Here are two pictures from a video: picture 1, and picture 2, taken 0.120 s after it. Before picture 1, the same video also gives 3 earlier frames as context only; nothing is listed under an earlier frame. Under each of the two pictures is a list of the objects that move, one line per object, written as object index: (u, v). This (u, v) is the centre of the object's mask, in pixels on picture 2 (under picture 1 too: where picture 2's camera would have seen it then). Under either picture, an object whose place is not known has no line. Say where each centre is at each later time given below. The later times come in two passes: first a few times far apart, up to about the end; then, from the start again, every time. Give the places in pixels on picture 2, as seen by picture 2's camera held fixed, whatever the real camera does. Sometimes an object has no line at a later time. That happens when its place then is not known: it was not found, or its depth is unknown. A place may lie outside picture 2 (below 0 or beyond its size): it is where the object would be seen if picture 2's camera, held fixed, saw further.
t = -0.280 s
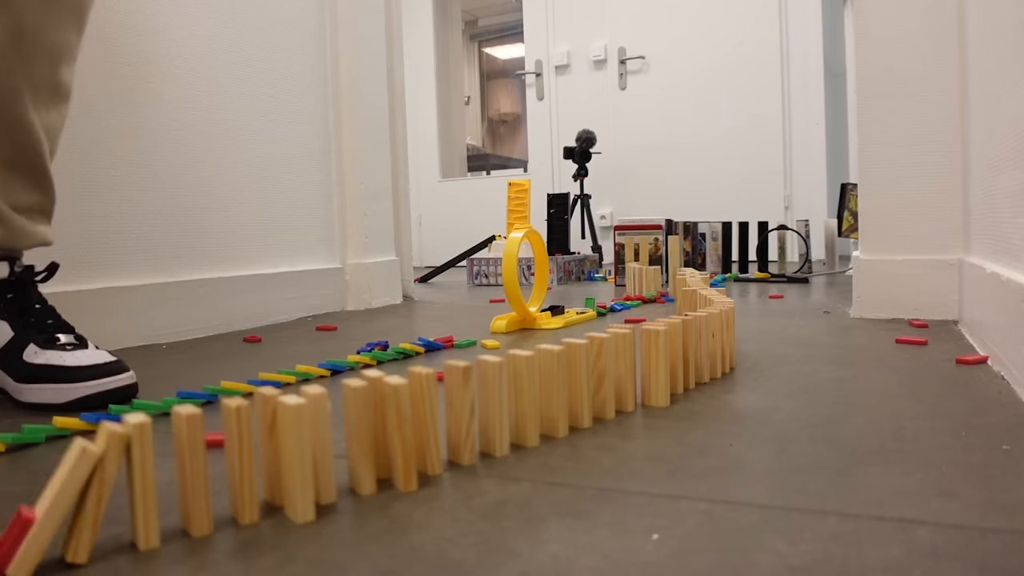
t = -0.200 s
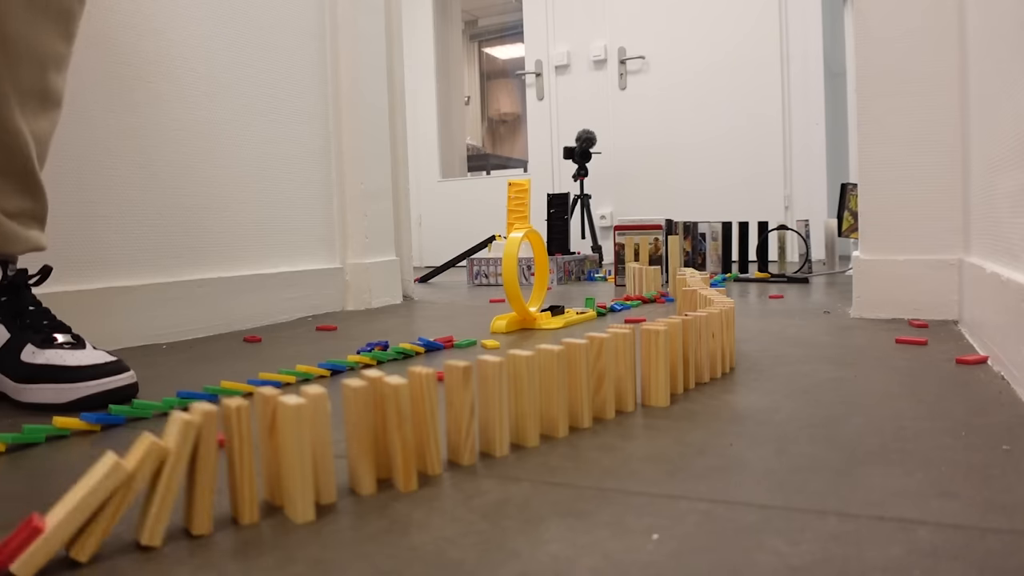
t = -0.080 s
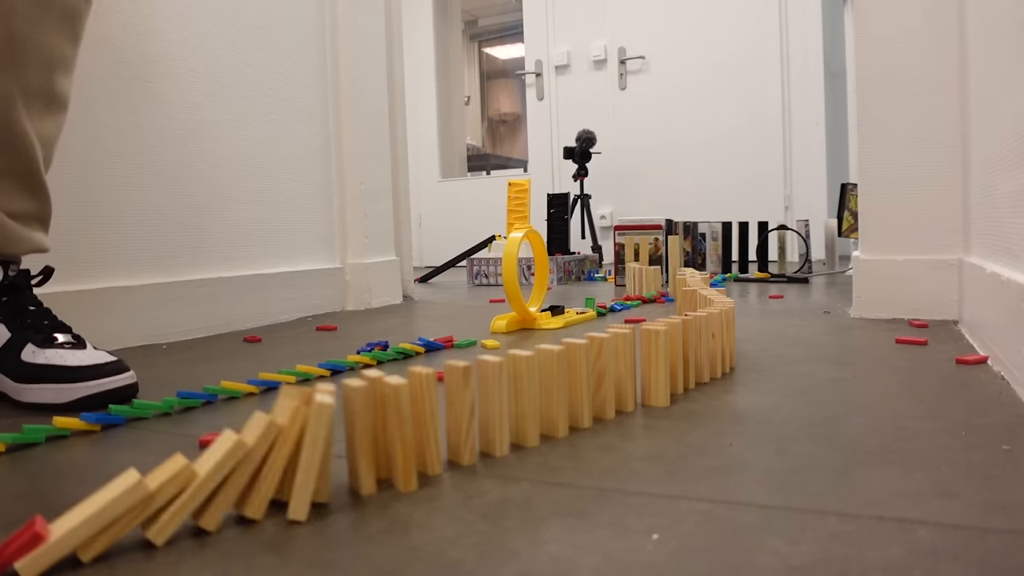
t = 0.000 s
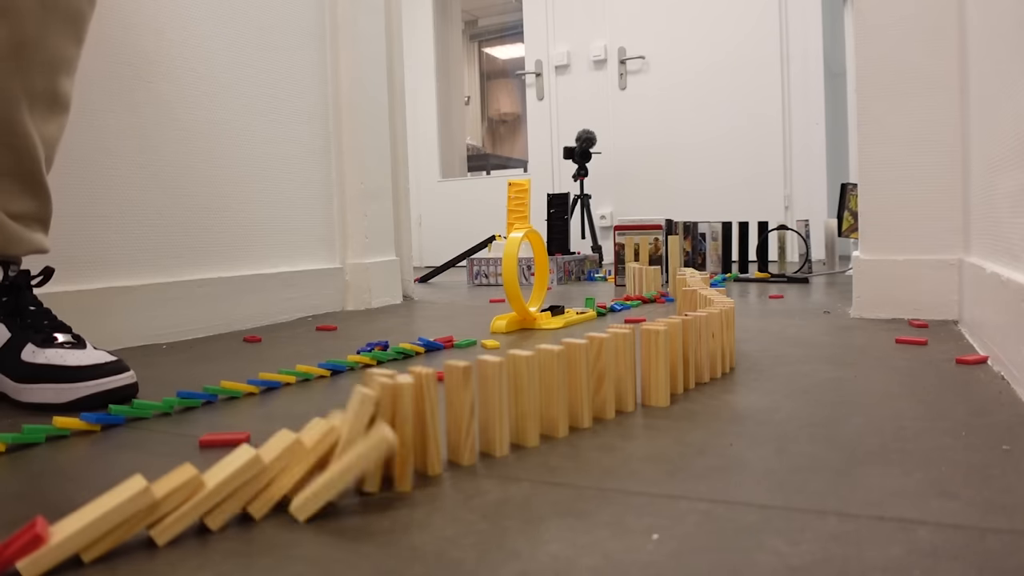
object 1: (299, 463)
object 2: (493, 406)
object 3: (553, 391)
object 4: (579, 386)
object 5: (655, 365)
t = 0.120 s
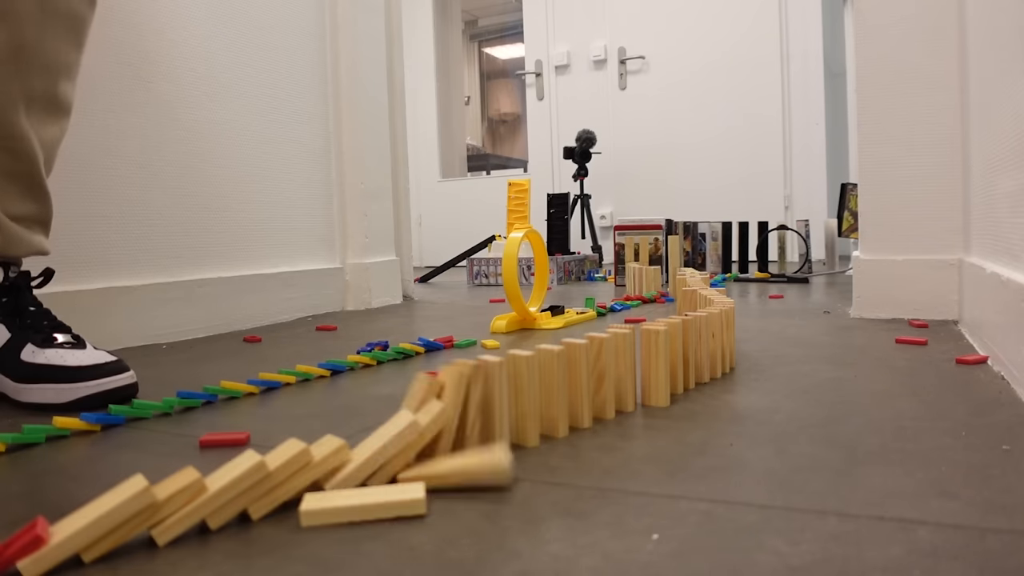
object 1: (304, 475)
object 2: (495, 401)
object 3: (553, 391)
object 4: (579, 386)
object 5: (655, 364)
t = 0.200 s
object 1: (302, 475)
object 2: (512, 411)
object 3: (554, 393)
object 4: (579, 386)
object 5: (655, 364)
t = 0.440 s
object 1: (303, 475)
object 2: (540, 419)
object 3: (579, 405)
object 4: (601, 409)
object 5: (668, 359)
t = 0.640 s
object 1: (303, 475)
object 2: (541, 419)
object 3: (579, 406)
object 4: (602, 399)
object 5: (691, 394)
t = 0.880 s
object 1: (303, 475)
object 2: (541, 419)
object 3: (579, 407)
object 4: (602, 400)
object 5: (691, 394)
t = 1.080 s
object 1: (303, 475)
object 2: (541, 419)
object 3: (580, 407)
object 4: (602, 400)
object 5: (691, 394)
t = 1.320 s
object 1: (303, 475)
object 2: (541, 419)
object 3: (580, 407)
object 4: (602, 400)
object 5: (691, 394)
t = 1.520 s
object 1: (303, 475)
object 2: (541, 419)
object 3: (580, 407)
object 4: (601, 399)
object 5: (691, 394)
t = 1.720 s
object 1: (303, 475)
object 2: (541, 420)
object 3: (580, 407)
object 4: (601, 399)
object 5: (691, 394)
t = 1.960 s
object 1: (303, 475)
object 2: (541, 419)
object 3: (579, 407)
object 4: (601, 398)
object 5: (691, 394)
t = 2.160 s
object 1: (303, 475)
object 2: (541, 419)
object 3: (580, 407)
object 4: (601, 397)
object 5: (691, 394)
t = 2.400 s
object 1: (303, 475)
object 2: (541, 419)
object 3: (579, 407)
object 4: (601, 398)
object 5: (691, 394)
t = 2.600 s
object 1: (303, 475)
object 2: (541, 419)
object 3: (579, 407)
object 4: (601, 398)
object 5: (691, 394)
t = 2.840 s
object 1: (303, 475)
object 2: (541, 419)
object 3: (580, 406)
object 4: (596, 401)
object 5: (691, 394)
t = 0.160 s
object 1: (303, 475)
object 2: (502, 413)
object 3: (553, 391)
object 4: (579, 386)
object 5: (655, 364)
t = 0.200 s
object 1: (302, 475)
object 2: (512, 411)
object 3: (554, 393)
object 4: (579, 386)
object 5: (655, 364)
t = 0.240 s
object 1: (303, 475)
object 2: (522, 412)
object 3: (558, 389)
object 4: (581, 390)
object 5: (655, 364)
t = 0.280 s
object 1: (303, 475)
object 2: (532, 410)
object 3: (568, 394)
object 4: (588, 386)
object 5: (655, 364)
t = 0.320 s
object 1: (303, 475)
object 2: (535, 414)
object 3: (576, 400)
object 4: (595, 402)
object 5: (655, 364)
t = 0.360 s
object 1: (303, 475)
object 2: (537, 417)
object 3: (579, 400)
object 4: (599, 405)
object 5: (655, 365)
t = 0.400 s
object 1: (303, 475)
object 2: (539, 418)
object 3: (580, 404)
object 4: (601, 406)
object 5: (659, 364)
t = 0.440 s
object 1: (303, 475)
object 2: (540, 419)
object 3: (579, 405)
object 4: (601, 409)
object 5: (668, 359)
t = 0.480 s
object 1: (303, 475)
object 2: (540, 419)
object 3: (579, 406)
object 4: (602, 398)
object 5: (681, 371)
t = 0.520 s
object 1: (303, 475)
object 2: (540, 420)
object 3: (579, 406)
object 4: (602, 398)
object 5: (691, 387)
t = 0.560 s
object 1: (303, 475)
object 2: (540, 419)
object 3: (579, 406)
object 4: (602, 398)
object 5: (692, 390)
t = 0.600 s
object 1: (303, 475)
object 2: (540, 420)
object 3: (579, 406)
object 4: (602, 399)
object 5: (692, 393)
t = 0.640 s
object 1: (303, 475)
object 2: (541, 419)
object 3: (579, 406)
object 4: (602, 399)
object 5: (691, 394)
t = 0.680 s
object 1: (303, 475)
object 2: (541, 419)
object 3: (579, 406)
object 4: (602, 399)
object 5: (691, 394)
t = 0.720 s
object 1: (303, 475)
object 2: (541, 419)
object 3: (579, 406)
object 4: (602, 399)
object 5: (691, 394)
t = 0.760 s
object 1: (303, 475)
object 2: (541, 419)
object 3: (579, 406)
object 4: (602, 399)
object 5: (691, 394)
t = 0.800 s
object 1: (303, 475)
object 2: (541, 419)
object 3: (579, 406)
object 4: (602, 399)
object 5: (691, 394)
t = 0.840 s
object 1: (303, 475)
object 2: (541, 419)
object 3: (579, 406)
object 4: (602, 399)
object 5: (691, 394)
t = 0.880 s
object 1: (303, 475)
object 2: (541, 419)
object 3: (579, 407)
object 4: (602, 400)
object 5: (691, 394)
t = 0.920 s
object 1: (303, 475)
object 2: (541, 419)
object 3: (579, 407)
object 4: (602, 400)
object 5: (691, 394)
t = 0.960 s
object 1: (303, 475)
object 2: (541, 419)
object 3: (580, 407)
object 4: (602, 400)
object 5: (691, 394)
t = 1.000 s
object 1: (303, 475)
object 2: (541, 419)
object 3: (580, 407)
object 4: (602, 400)
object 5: (691, 394)
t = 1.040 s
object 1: (303, 475)
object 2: (541, 419)
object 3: (580, 407)
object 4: (602, 400)
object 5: (691, 394)
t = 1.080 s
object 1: (303, 475)
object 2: (541, 419)
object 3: (580, 407)
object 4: (602, 400)
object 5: (691, 394)
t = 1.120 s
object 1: (303, 475)
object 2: (541, 419)
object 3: (580, 407)
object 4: (602, 400)
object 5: (691, 394)
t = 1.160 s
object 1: (303, 475)
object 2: (541, 419)
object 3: (580, 407)
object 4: (602, 400)
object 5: (691, 394)
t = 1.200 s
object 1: (303, 475)
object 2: (541, 419)
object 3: (580, 407)
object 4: (602, 400)
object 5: (691, 394)
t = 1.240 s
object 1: (303, 475)
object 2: (541, 419)
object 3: (580, 407)
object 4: (602, 400)
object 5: (691, 394)
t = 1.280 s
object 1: (303, 475)
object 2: (541, 419)
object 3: (580, 407)
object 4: (602, 400)
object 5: (691, 394)
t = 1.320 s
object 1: (303, 475)
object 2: (541, 419)
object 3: (580, 407)
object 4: (602, 400)
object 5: (691, 394)
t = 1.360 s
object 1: (303, 475)
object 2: (541, 419)
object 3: (580, 407)
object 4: (602, 400)
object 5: (691, 394)
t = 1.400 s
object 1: (303, 475)
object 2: (541, 419)
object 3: (580, 407)
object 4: (602, 400)
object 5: (691, 394)
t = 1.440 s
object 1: (303, 475)
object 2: (541, 419)
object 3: (580, 407)
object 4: (602, 400)
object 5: (691, 394)
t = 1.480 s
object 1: (303, 475)
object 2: (541, 419)
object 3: (580, 407)
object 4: (601, 400)
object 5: (691, 394)
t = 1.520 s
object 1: (303, 475)
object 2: (541, 419)
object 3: (580, 407)
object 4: (601, 399)
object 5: (691, 394)
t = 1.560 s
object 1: (303, 475)
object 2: (541, 419)
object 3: (580, 407)
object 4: (601, 399)
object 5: (691, 394)
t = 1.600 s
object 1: (303, 475)
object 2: (541, 419)
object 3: (580, 407)
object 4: (601, 399)
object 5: (691, 394)
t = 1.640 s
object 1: (303, 475)
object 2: (541, 419)
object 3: (580, 407)
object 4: (601, 399)
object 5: (691, 394)
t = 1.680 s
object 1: (303, 475)
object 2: (541, 419)
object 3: (580, 407)
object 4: (601, 399)
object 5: (691, 394)
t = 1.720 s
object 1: (303, 475)
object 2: (541, 420)
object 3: (580, 407)
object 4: (601, 399)
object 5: (691, 394)
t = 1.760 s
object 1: (303, 475)
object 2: (541, 419)
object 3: (580, 407)
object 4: (601, 398)
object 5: (691, 394)
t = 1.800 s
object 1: (303, 475)
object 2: (541, 419)
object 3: (580, 407)
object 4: (601, 398)
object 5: (691, 394)
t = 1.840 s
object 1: (303, 475)
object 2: (541, 419)
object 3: (580, 407)
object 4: (601, 398)
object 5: (691, 394)
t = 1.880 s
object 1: (303, 475)
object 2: (541, 419)
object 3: (580, 407)
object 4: (601, 398)
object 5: (691, 394)
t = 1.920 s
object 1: (303, 475)
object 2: (541, 419)
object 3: (580, 407)
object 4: (601, 398)
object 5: (691, 394)
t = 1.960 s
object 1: (303, 475)
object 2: (541, 419)
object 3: (579, 407)
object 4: (601, 398)
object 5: (691, 394)
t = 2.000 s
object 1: (303, 475)
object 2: (541, 419)
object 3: (580, 407)
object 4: (601, 398)
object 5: (691, 394)
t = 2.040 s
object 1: (303, 475)
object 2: (541, 419)
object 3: (580, 407)
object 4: (601, 398)
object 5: (691, 394)
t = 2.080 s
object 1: (303, 475)
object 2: (541, 419)
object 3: (580, 407)
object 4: (601, 398)
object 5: (691, 394)
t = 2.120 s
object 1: (303, 475)
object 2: (541, 419)
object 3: (580, 407)
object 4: (601, 398)
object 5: (691, 394)
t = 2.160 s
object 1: (303, 475)
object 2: (541, 419)
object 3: (580, 407)
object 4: (601, 397)
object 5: (691, 394)
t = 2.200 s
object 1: (303, 475)
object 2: (541, 419)
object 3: (580, 407)
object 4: (601, 397)
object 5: (691, 394)
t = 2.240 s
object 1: (303, 475)
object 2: (541, 419)
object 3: (579, 407)
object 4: (601, 397)
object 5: (691, 394)
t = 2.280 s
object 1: (303, 475)
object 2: (541, 419)
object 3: (579, 407)
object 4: (601, 397)
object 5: (691, 394)
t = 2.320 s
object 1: (303, 475)
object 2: (541, 419)
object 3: (579, 407)
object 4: (601, 397)
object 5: (691, 394)
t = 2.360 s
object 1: (303, 475)
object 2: (541, 419)
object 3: (579, 407)
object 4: (601, 397)
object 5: (691, 394)
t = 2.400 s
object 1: (303, 475)
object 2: (541, 419)
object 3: (579, 407)
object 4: (601, 398)
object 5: (691, 394)
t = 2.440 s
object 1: (303, 475)
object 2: (541, 419)
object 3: (579, 407)
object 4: (601, 398)
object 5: (691, 394)
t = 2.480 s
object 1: (303, 475)
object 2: (541, 419)
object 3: (580, 407)
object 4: (601, 398)
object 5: (691, 394)
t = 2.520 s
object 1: (303, 475)
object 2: (541, 419)
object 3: (579, 407)
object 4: (601, 398)
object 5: (691, 394)
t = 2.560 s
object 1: (303, 475)
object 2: (541, 419)
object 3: (579, 407)
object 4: (601, 398)
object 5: (691, 394)
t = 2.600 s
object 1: (303, 475)
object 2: (541, 419)
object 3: (579, 407)
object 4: (601, 398)
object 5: (691, 394)
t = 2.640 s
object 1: (303, 475)
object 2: (541, 419)
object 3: (580, 407)
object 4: (601, 398)
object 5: (691, 394)
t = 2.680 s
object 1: (303, 475)
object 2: (541, 419)
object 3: (580, 407)
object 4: (601, 398)
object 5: (691, 394)
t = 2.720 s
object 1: (303, 475)
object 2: (541, 419)
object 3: (580, 407)
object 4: (601, 398)
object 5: (691, 394)
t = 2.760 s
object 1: (303, 475)
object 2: (541, 419)
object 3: (580, 407)
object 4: (596, 402)
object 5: (691, 394)
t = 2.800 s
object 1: (303, 475)
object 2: (541, 419)
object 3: (580, 407)
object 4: (601, 398)
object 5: (691, 394)
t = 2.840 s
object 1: (303, 475)
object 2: (541, 419)
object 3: (580, 406)
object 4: (596, 401)
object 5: (691, 394)
